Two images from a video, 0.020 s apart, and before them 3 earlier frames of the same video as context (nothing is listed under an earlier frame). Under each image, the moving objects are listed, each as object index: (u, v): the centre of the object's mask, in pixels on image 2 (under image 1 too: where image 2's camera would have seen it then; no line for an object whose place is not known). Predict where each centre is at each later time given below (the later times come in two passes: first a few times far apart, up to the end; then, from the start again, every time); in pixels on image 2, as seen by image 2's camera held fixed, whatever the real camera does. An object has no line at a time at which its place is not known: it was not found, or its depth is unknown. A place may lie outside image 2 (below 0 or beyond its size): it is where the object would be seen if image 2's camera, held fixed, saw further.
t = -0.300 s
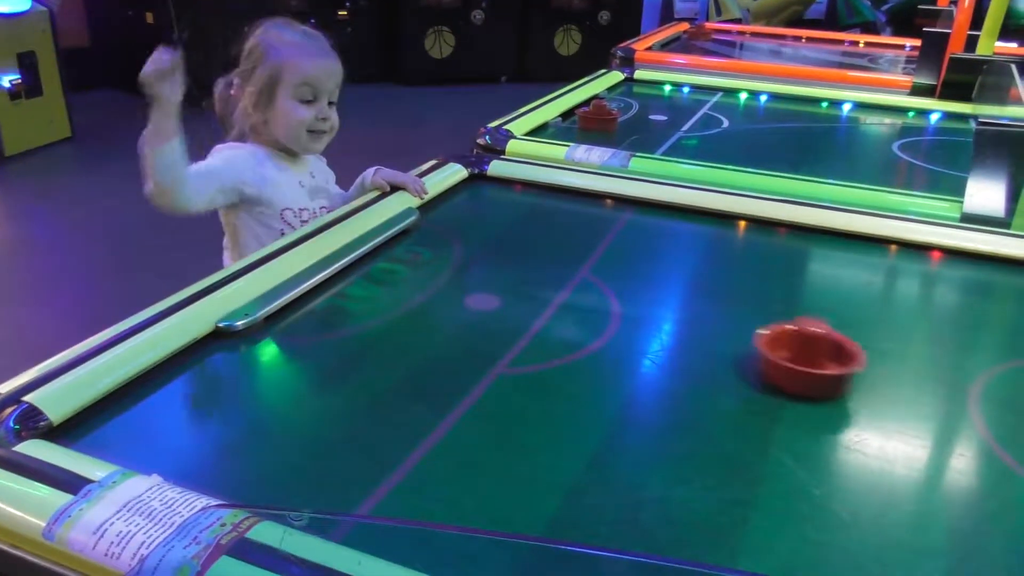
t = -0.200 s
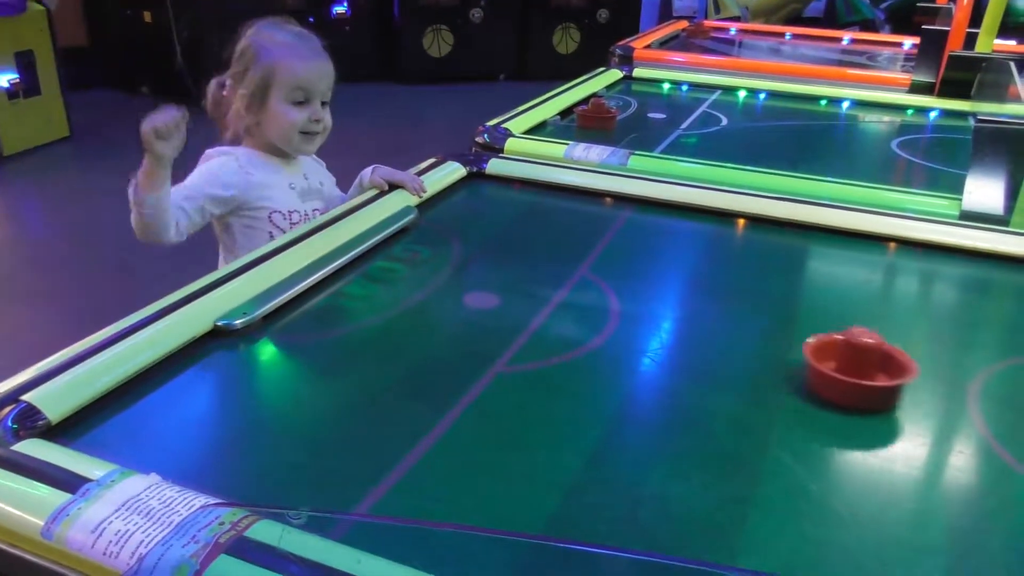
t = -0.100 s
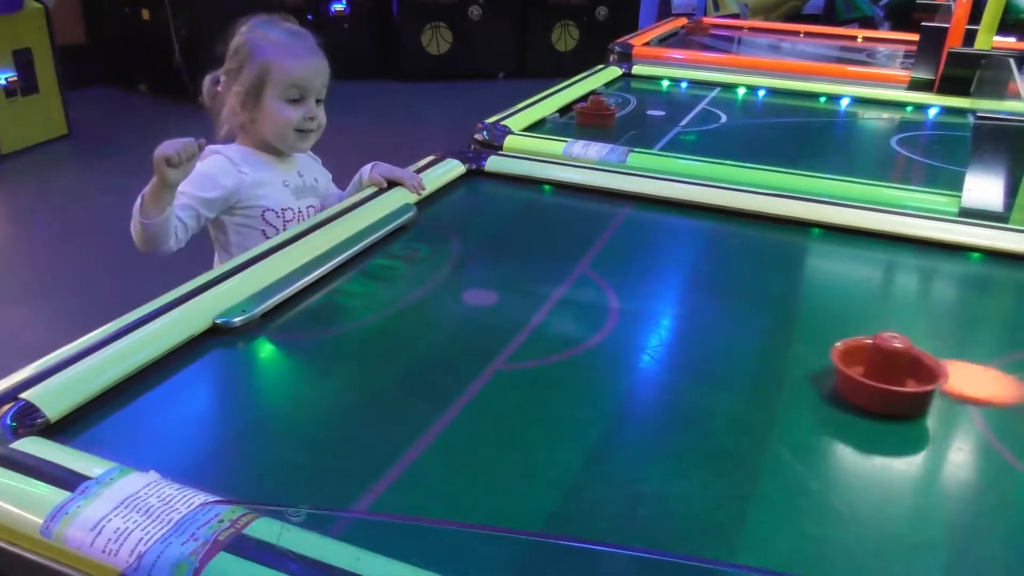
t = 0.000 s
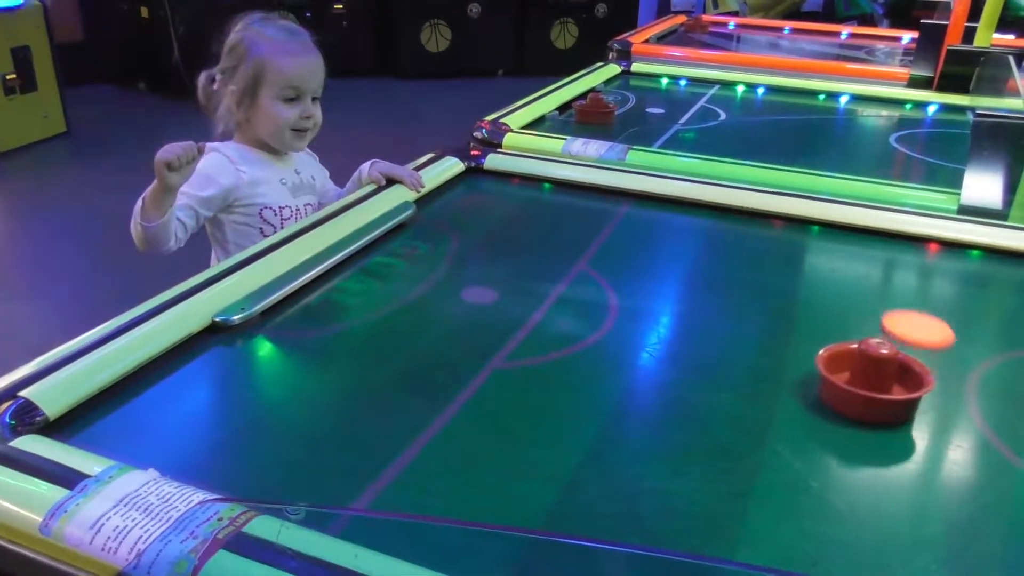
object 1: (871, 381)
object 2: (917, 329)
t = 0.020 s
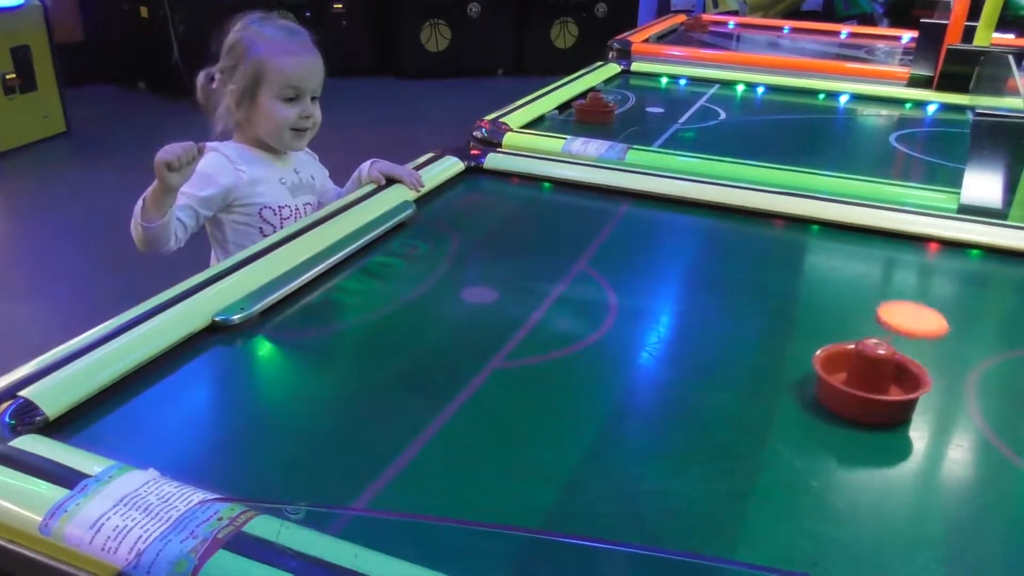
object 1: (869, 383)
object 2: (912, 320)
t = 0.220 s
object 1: (861, 387)
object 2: (871, 246)
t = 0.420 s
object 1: (863, 388)
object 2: (857, 245)
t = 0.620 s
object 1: (856, 384)
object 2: (841, 253)
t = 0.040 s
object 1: (867, 384)
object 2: (907, 311)
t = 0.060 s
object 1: (865, 385)
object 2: (902, 303)
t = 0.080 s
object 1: (863, 385)
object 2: (897, 295)
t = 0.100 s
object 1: (862, 386)
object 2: (893, 287)
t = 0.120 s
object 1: (861, 386)
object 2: (889, 280)
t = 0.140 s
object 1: (861, 387)
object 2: (885, 273)
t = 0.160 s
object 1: (860, 387)
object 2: (881, 266)
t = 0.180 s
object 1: (861, 387)
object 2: (877, 259)
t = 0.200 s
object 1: (861, 387)
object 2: (874, 253)
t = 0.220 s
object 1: (861, 387)
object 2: (871, 246)
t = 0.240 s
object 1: (861, 387)
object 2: (868, 241)
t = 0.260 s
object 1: (861, 387)
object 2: (865, 238)
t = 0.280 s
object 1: (861, 387)
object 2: (864, 238)
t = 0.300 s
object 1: (861, 387)
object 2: (863, 239)
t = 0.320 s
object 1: (862, 387)
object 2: (862, 240)
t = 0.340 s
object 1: (862, 387)
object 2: (861, 241)
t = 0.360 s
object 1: (862, 388)
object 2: (860, 242)
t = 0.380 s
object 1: (863, 388)
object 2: (859, 243)
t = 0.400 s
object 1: (863, 388)
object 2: (858, 244)
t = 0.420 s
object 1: (863, 388)
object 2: (857, 245)
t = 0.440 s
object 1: (863, 388)
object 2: (856, 246)
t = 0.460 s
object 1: (863, 388)
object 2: (854, 247)
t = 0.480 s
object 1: (862, 387)
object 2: (852, 248)
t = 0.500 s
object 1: (861, 387)
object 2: (851, 248)
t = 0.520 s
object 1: (860, 386)
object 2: (849, 249)
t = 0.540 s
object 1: (858, 385)
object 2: (847, 250)
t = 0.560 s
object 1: (857, 385)
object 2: (845, 250)
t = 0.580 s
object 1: (857, 384)
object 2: (844, 251)
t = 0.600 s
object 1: (857, 384)
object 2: (842, 252)
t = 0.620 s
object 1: (856, 384)
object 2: (841, 253)
